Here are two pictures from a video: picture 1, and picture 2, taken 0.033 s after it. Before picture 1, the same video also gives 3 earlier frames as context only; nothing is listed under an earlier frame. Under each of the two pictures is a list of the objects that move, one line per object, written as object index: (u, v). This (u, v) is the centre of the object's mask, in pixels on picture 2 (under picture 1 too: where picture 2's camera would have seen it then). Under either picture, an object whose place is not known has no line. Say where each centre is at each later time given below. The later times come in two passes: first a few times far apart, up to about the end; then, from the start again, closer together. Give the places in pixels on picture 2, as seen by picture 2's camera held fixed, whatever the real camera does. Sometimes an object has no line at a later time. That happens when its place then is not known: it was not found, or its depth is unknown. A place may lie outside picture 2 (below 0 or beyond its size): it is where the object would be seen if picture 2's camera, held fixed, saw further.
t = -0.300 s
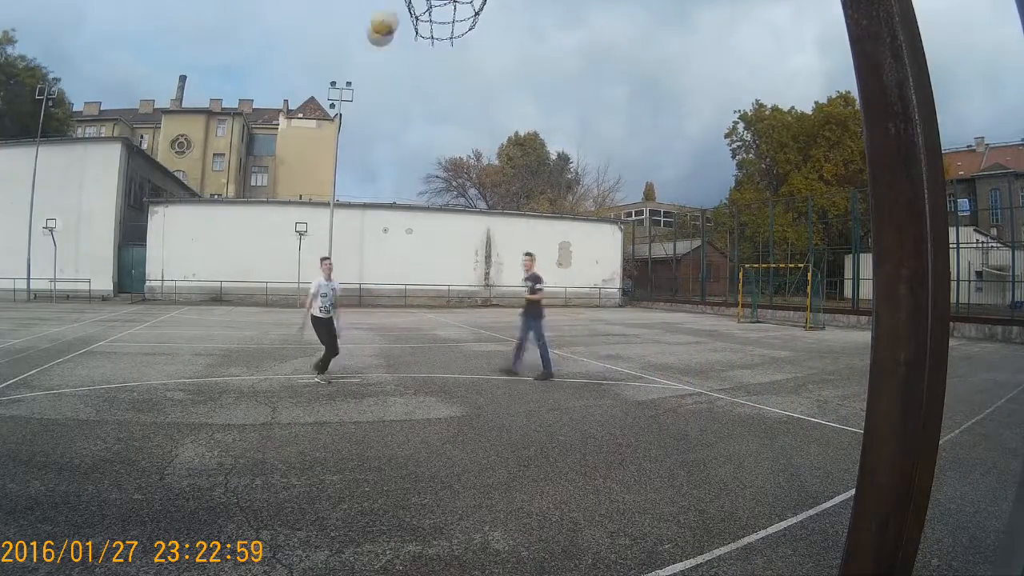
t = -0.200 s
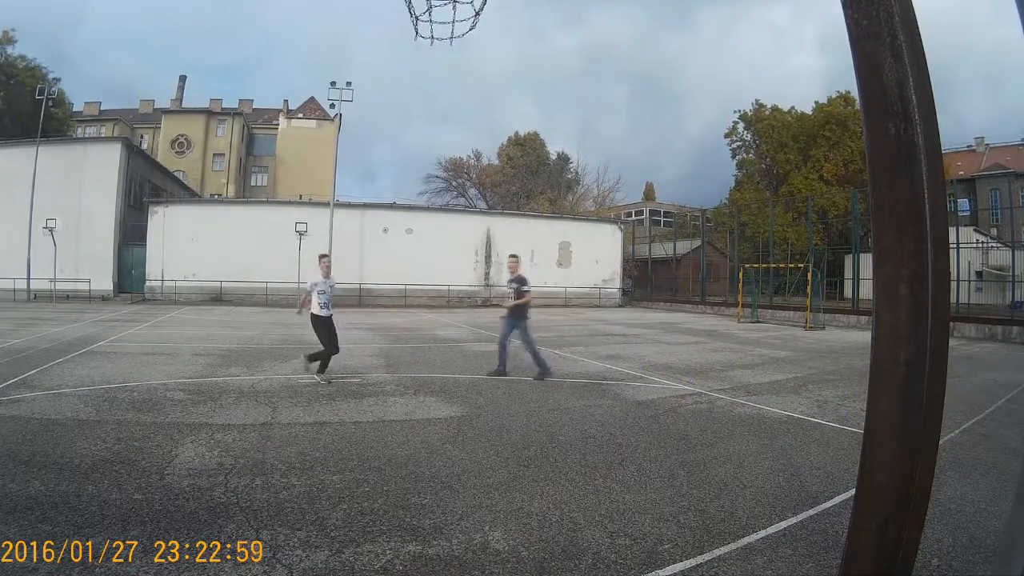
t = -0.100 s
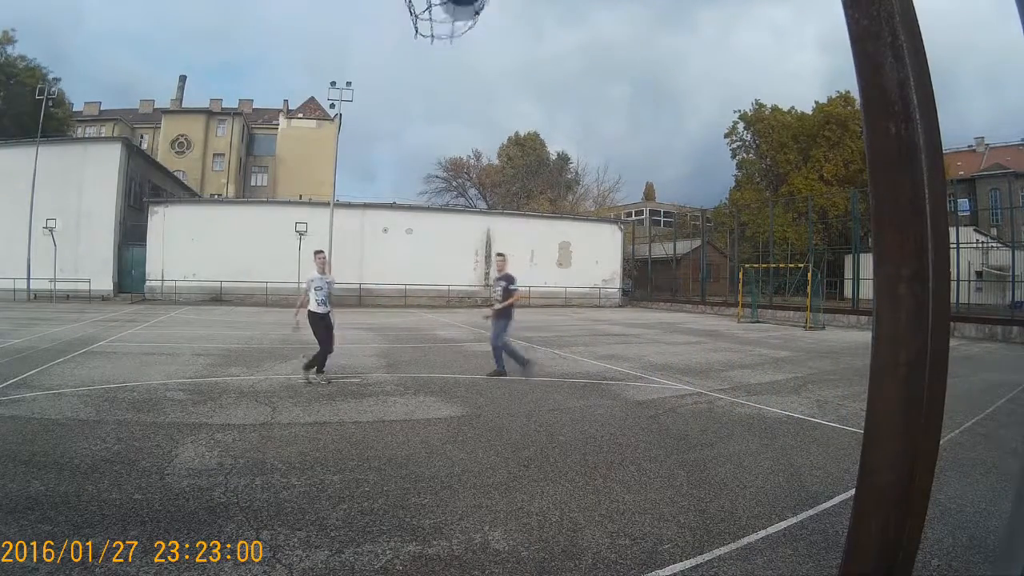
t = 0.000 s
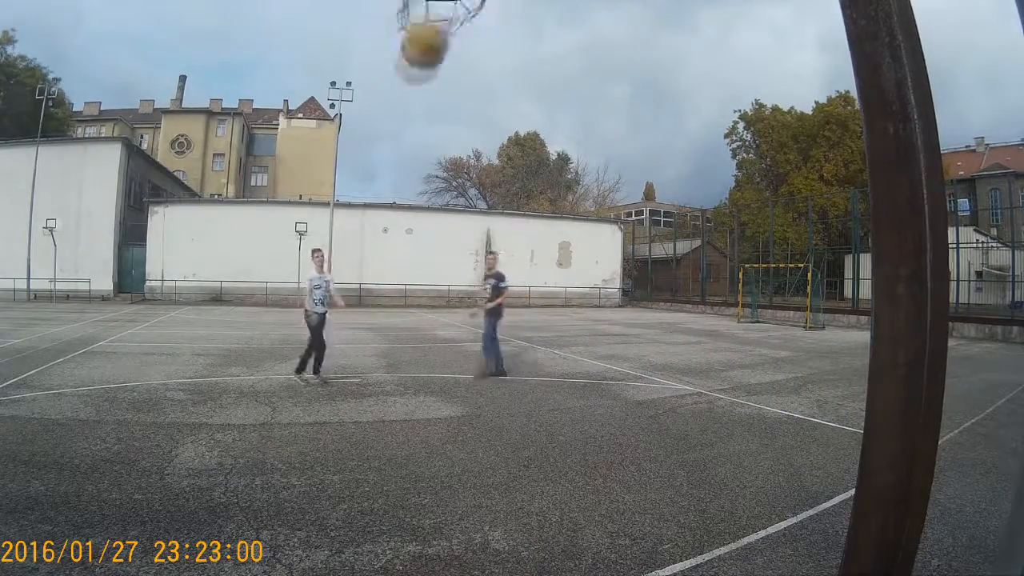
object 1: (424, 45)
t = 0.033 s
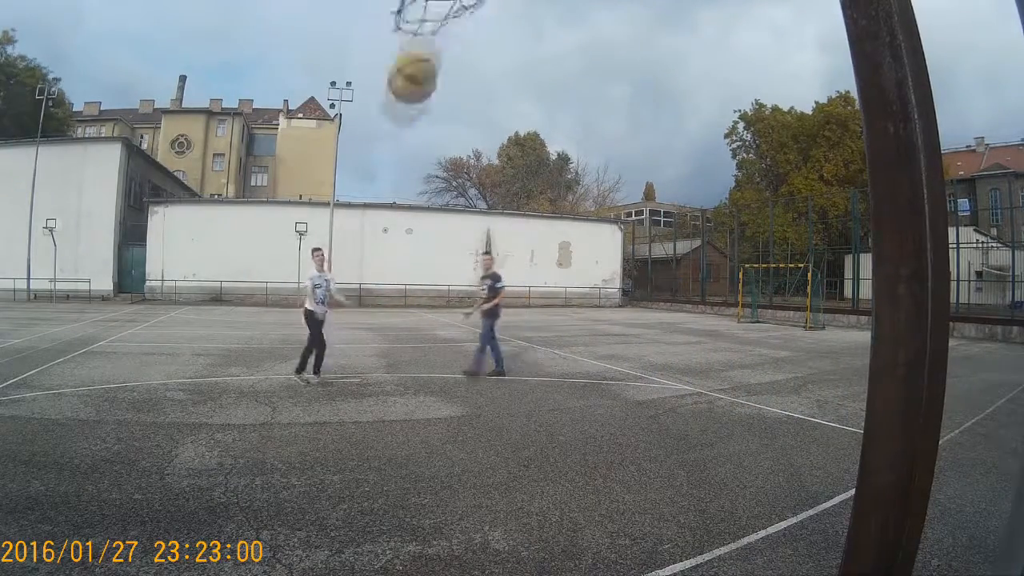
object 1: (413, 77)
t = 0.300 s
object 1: (303, 523)
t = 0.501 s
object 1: (164, 134)
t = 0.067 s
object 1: (400, 116)
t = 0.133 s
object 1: (366, 290)
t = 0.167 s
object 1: (355, 358)
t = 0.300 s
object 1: (303, 523)
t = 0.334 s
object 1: (279, 453)
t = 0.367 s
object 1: (260, 387)
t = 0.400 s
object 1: (232, 305)
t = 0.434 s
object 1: (207, 241)
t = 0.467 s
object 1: (187, 189)
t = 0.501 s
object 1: (164, 134)
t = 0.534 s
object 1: (136, 95)
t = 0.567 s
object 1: (112, 72)
